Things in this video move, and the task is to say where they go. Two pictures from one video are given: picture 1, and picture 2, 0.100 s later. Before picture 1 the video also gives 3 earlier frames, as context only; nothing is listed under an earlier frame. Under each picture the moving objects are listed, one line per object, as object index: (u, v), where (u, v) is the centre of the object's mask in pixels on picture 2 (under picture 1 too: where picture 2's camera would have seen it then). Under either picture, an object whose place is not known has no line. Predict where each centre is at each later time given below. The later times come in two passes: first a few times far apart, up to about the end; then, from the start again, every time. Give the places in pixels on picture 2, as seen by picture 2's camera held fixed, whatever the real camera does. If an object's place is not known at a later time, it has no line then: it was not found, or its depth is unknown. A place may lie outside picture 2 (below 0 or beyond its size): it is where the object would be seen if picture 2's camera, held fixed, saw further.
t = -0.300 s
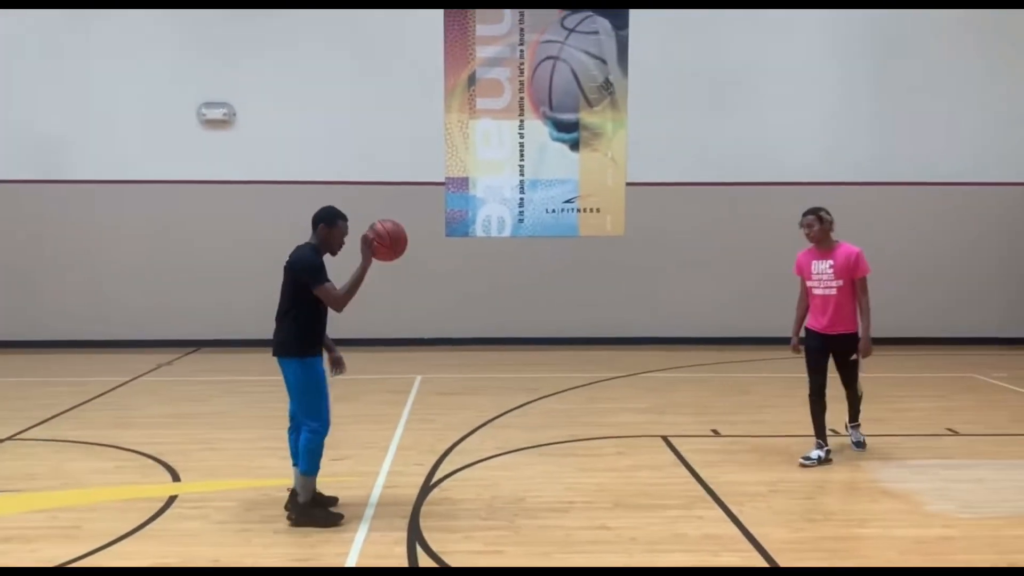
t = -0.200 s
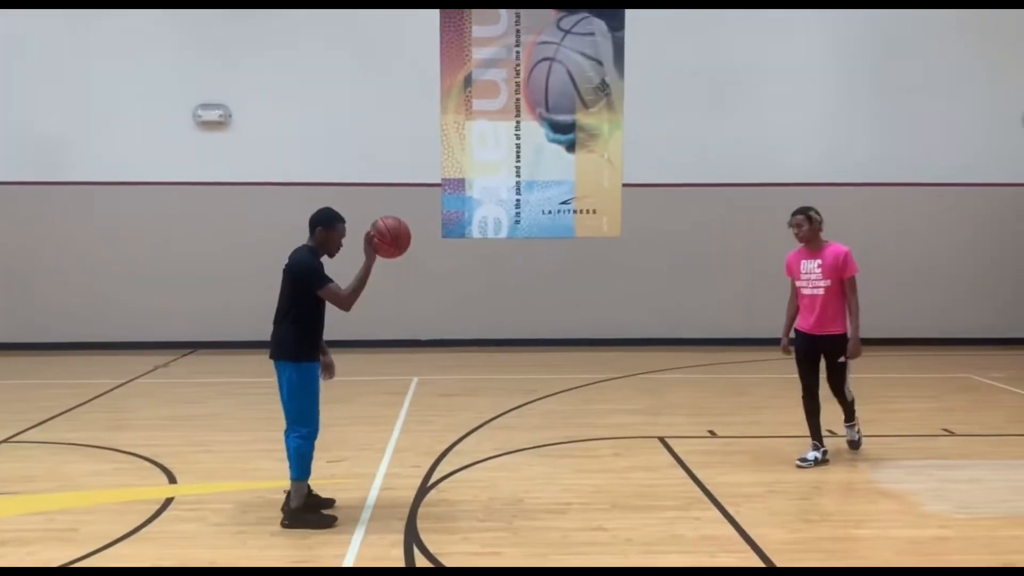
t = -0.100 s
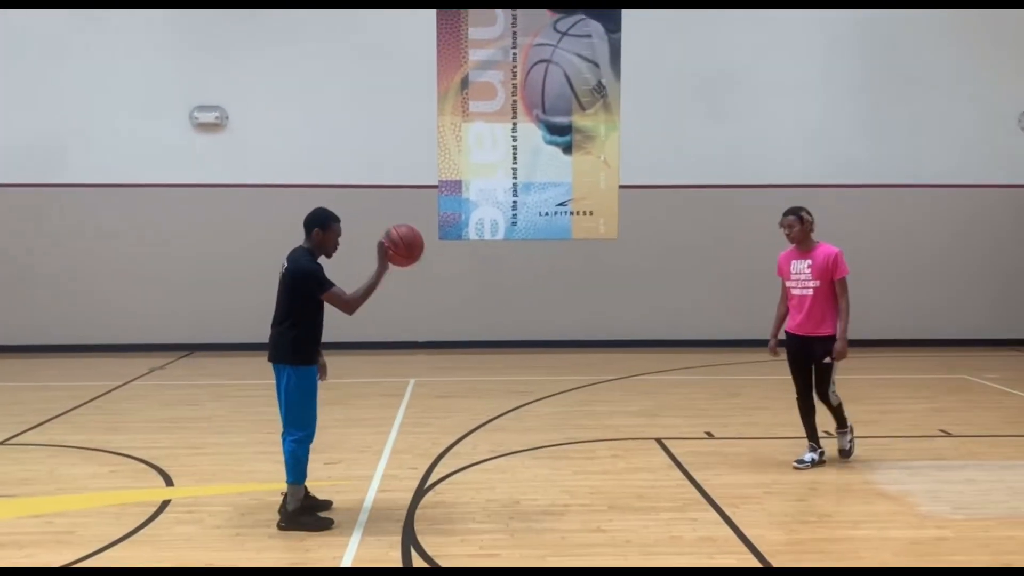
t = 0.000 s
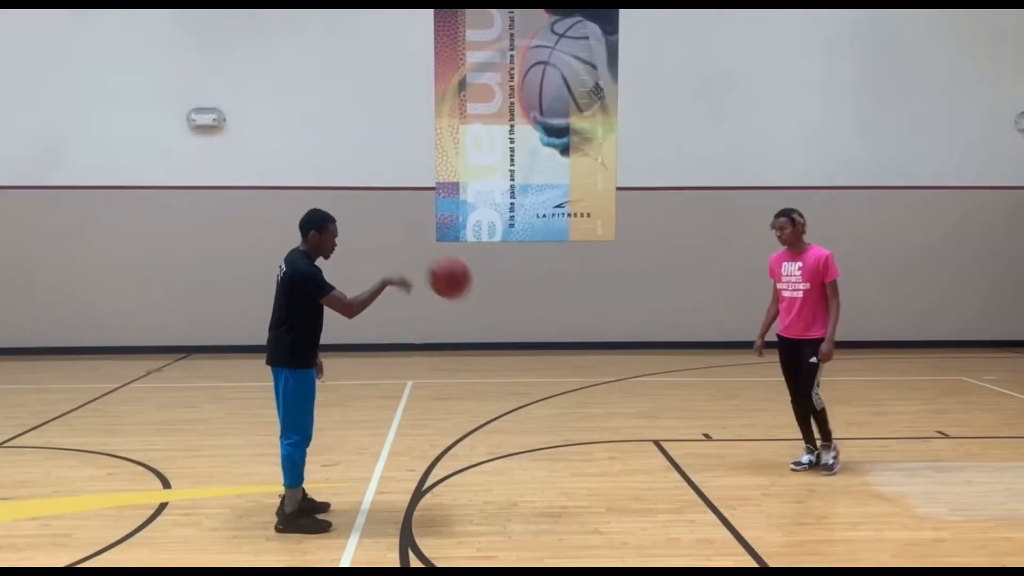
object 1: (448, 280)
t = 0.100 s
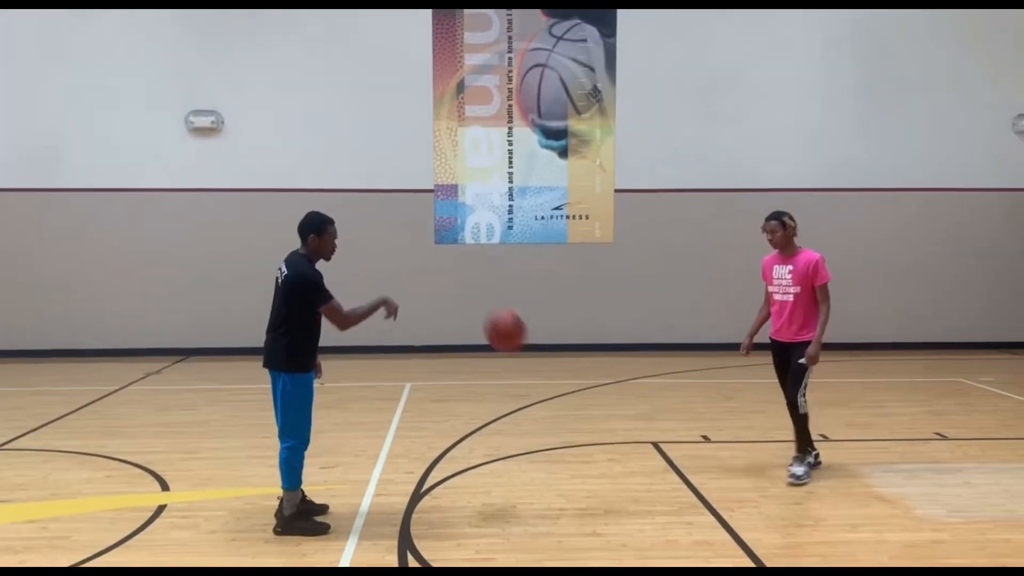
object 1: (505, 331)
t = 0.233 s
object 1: (578, 421)
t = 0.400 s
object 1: (639, 433)
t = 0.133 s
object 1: (524, 351)
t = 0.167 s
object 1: (542, 373)
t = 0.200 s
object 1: (560, 397)
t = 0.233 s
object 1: (578, 421)
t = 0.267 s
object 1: (595, 446)
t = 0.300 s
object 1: (612, 475)
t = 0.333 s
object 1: (624, 477)
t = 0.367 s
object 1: (631, 454)
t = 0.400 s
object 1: (639, 433)
